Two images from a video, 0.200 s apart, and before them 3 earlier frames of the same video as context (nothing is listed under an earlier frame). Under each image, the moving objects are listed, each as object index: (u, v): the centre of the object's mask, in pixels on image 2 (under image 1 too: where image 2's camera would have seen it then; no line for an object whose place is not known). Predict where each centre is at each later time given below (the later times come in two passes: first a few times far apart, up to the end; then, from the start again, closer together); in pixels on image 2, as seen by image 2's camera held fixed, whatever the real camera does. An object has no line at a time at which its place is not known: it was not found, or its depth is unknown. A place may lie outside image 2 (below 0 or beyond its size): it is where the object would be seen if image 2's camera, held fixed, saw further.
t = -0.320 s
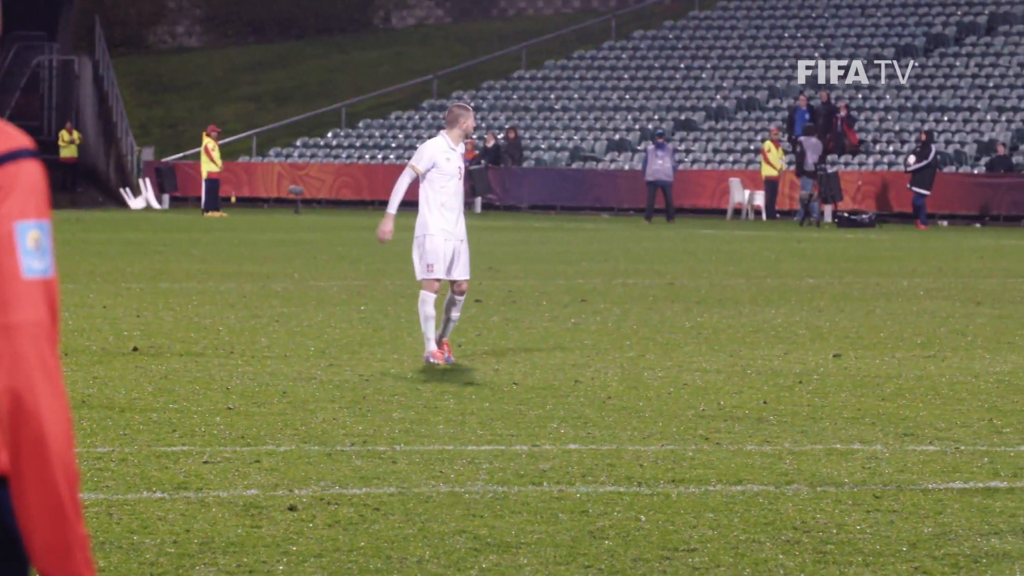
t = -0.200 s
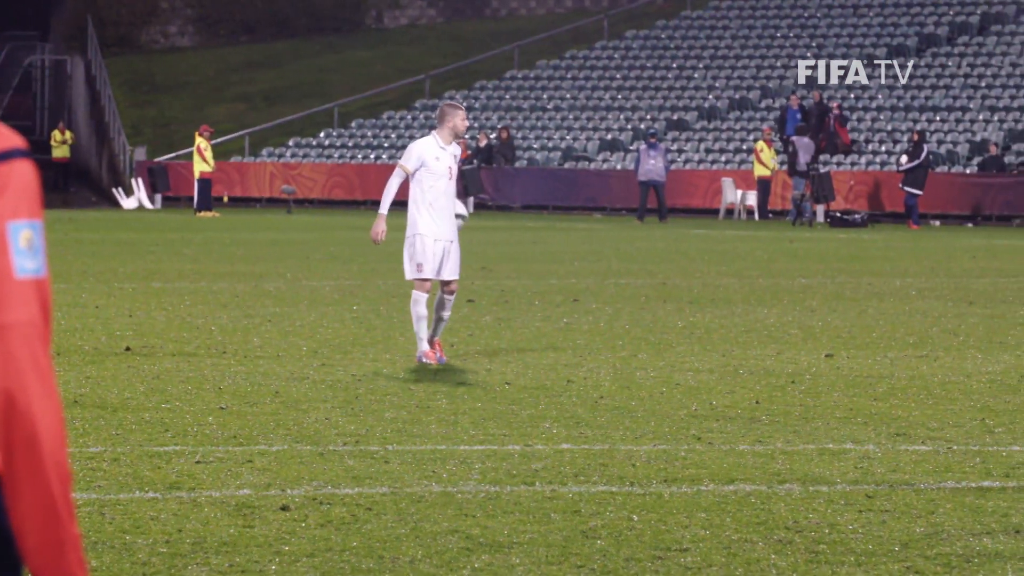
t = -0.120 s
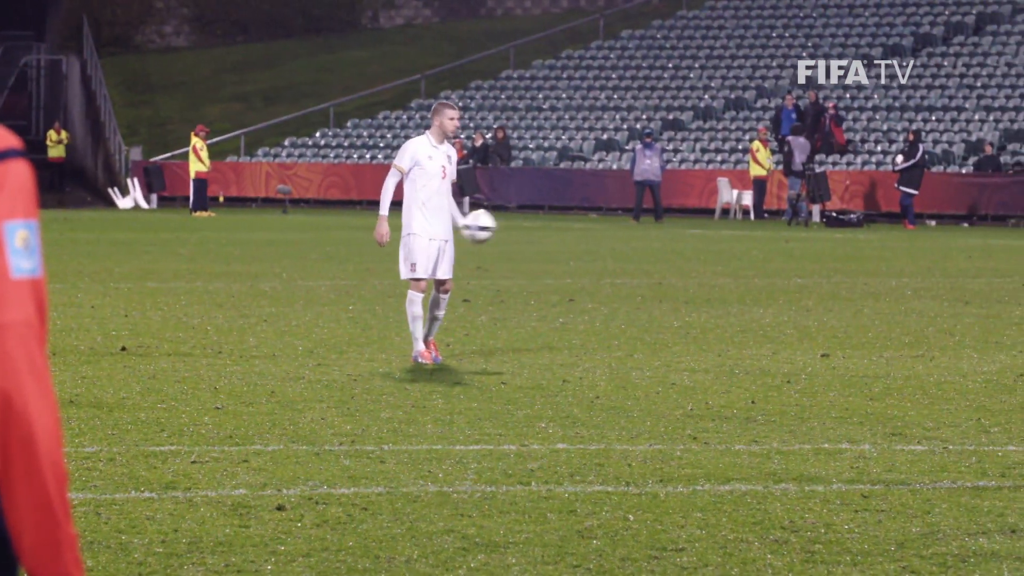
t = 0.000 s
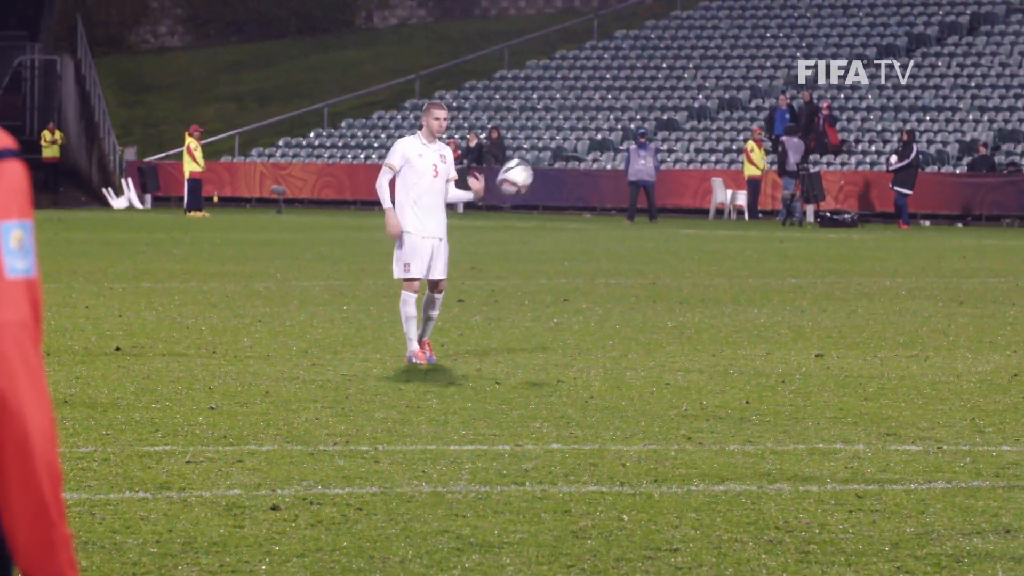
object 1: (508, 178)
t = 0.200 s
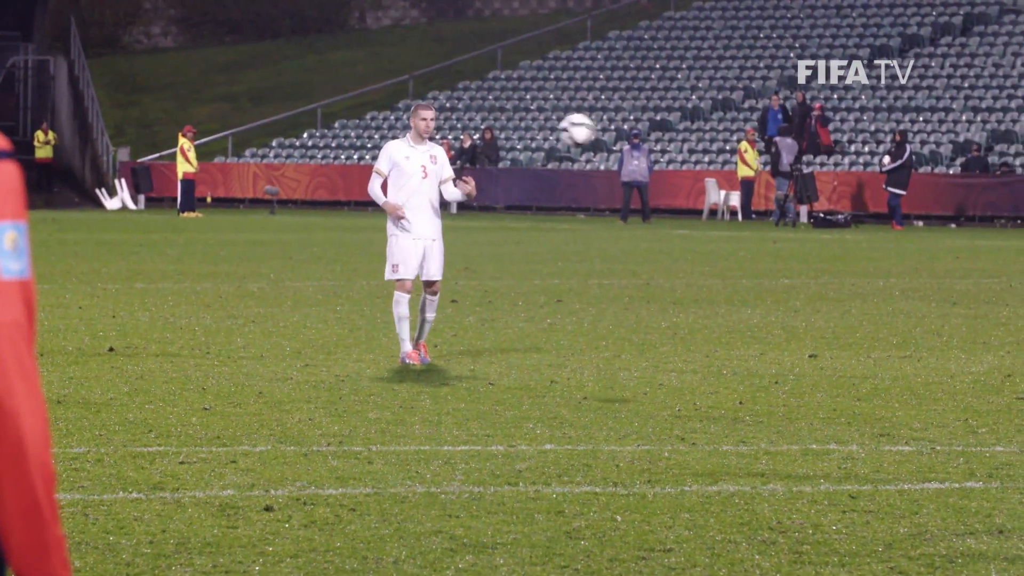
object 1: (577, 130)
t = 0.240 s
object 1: (592, 127)
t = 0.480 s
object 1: (681, 166)
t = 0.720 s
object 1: (776, 304)
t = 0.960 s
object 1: (852, 321)
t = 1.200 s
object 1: (914, 280)
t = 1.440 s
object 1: (981, 335)
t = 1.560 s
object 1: (1016, 405)
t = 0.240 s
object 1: (592, 127)
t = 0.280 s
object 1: (607, 127)
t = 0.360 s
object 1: (636, 134)
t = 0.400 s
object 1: (650, 142)
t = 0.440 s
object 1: (665, 152)
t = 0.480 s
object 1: (681, 166)
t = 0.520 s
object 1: (694, 181)
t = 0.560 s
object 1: (711, 200)
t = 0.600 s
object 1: (726, 222)
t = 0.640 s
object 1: (744, 245)
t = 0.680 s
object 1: (760, 273)
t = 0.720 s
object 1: (776, 304)
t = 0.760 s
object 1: (793, 337)
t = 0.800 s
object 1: (809, 374)
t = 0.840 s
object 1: (822, 378)
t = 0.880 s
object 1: (833, 355)
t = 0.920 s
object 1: (842, 338)
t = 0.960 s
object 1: (852, 321)
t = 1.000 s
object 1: (863, 307)
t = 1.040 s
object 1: (872, 296)
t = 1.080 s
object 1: (883, 289)
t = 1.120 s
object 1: (893, 283)
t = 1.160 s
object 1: (904, 280)
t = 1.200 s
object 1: (914, 280)
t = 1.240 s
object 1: (924, 282)
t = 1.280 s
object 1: (936, 287)
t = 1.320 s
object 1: (947, 294)
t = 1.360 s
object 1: (958, 305)
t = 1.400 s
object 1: (969, 319)
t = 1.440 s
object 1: (981, 335)
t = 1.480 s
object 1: (992, 356)
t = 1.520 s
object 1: (1004, 380)
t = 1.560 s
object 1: (1016, 405)
